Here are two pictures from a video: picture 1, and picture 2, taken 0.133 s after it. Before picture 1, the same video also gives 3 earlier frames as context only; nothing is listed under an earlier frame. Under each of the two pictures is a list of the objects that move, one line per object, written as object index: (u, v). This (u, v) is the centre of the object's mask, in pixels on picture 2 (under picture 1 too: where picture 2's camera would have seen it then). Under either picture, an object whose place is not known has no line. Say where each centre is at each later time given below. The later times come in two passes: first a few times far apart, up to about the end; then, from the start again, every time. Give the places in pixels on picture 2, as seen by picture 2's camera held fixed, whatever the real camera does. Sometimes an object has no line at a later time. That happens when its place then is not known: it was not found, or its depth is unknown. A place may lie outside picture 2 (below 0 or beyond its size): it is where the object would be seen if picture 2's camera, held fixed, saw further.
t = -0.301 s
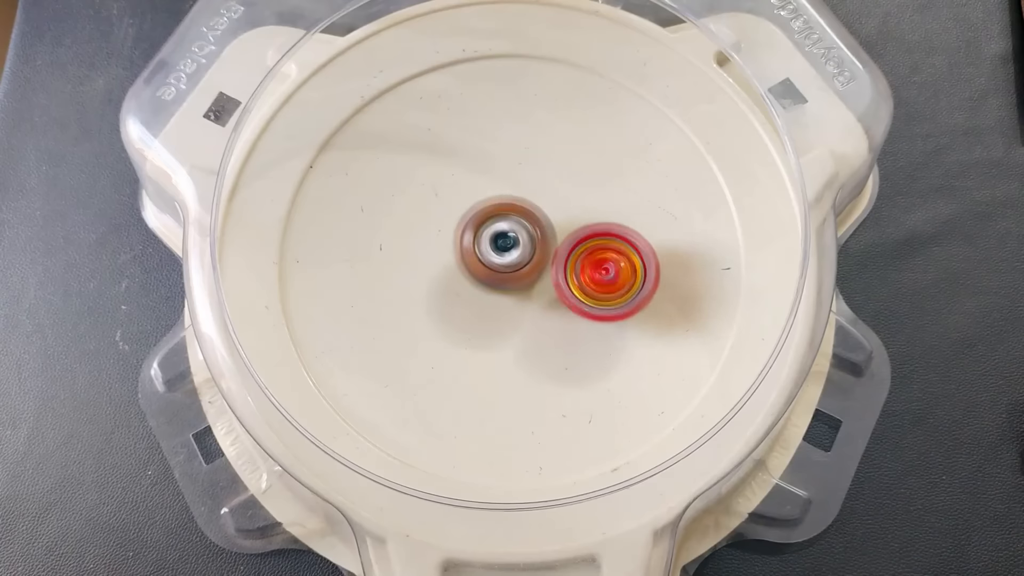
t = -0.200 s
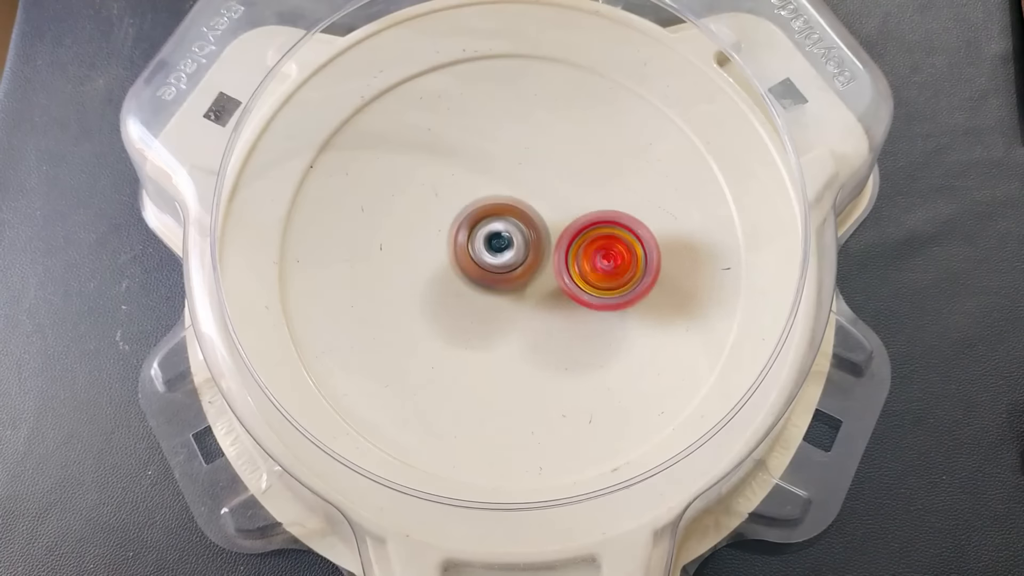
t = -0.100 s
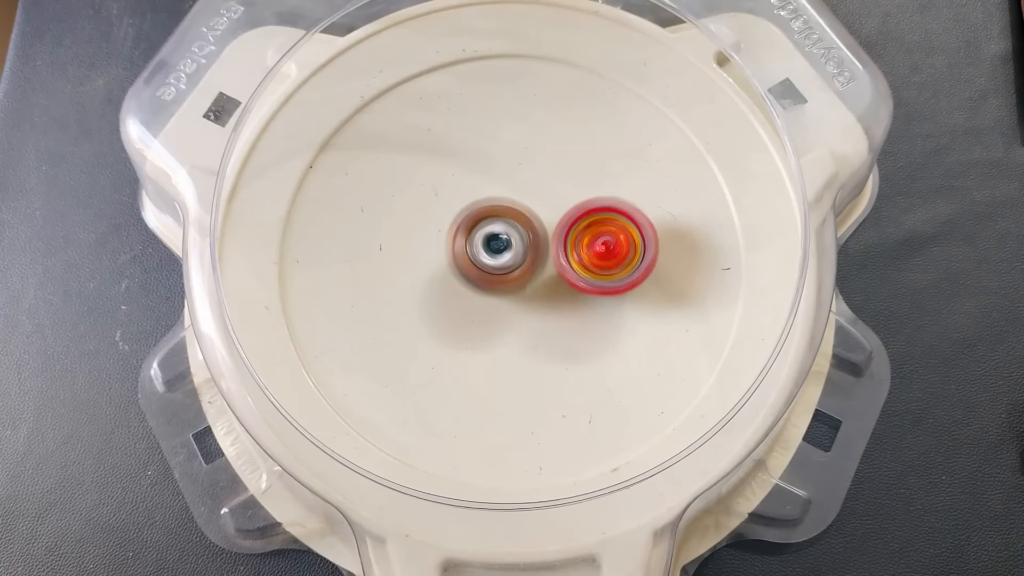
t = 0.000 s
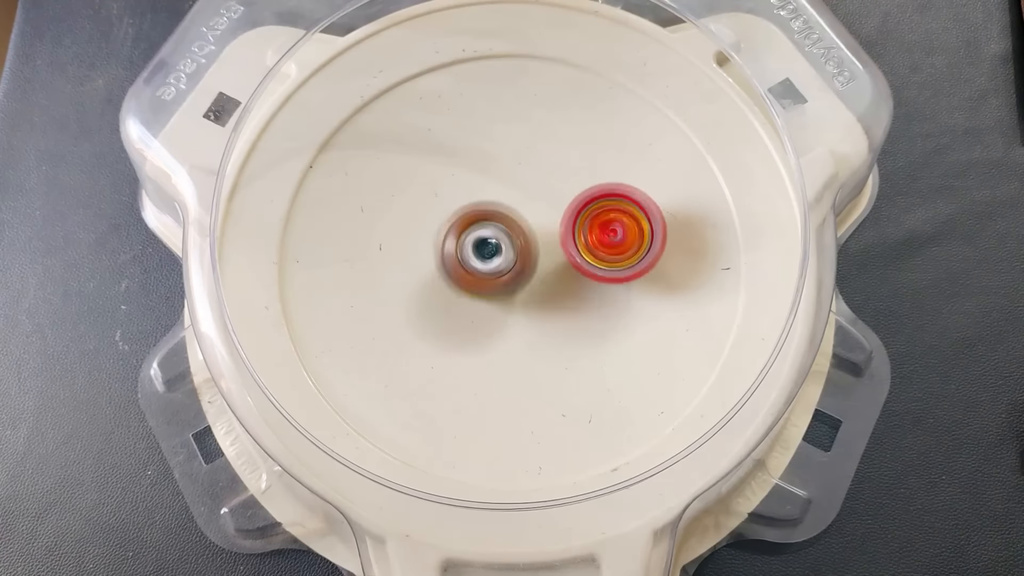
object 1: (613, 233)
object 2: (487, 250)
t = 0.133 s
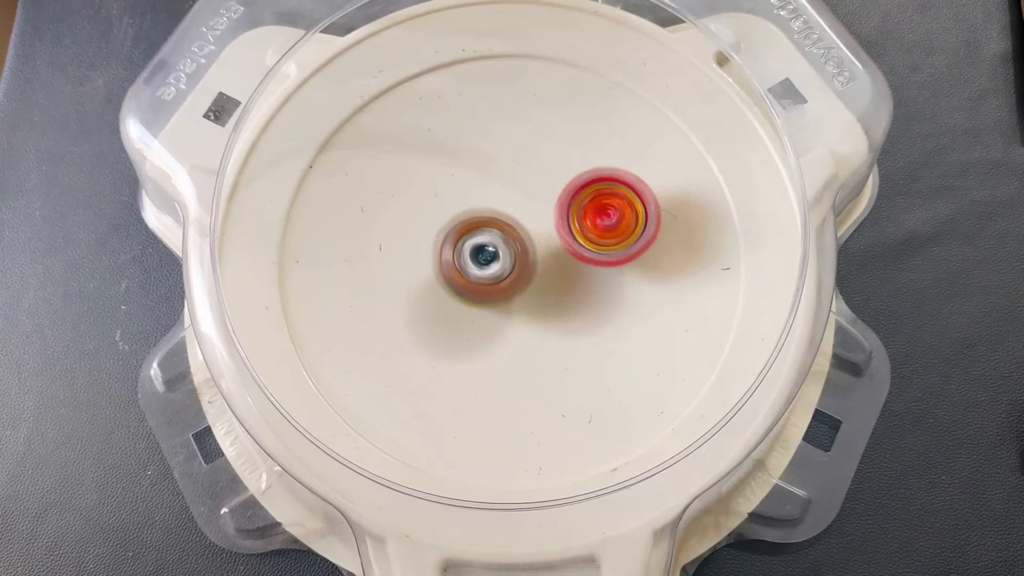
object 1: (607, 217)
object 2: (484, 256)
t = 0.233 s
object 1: (593, 209)
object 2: (485, 262)
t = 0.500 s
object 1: (558, 196)
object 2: (492, 275)
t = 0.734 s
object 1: (552, 159)
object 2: (502, 292)
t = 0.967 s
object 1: (528, 172)
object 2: (523, 287)
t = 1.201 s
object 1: (518, 181)
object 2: (530, 281)
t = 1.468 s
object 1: (498, 177)
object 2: (532, 277)
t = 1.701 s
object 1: (486, 179)
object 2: (529, 278)
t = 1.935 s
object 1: (476, 188)
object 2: (527, 280)
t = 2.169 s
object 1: (466, 186)
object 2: (536, 285)
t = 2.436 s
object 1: (462, 198)
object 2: (541, 282)
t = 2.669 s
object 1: (459, 206)
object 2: (541, 273)
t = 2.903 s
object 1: (457, 209)
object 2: (545, 267)
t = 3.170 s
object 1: (454, 209)
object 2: (545, 262)
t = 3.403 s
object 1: (439, 202)
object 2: (561, 266)
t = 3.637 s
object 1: (457, 219)
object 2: (555, 264)
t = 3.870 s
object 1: (458, 227)
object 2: (558, 266)
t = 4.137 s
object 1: (453, 234)
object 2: (559, 266)
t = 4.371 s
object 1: (453, 234)
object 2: (557, 263)
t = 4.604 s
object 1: (454, 231)
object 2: (557, 262)
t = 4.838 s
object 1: (455, 228)
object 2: (558, 263)
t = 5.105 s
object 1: (447, 216)
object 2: (571, 264)
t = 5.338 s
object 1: (461, 219)
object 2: (564, 262)
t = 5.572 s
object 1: (461, 219)
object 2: (562, 261)
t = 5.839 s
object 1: (452, 223)
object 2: (572, 267)
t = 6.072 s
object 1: (444, 225)
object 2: (576, 272)
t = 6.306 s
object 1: (459, 238)
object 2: (563, 272)
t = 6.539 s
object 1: (396, 217)
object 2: (611, 291)
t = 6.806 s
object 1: (434, 229)
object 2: (593, 289)
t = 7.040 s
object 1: (439, 228)
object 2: (564, 282)
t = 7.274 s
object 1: (440, 237)
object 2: (557, 288)
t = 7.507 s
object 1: (449, 251)
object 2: (549, 292)
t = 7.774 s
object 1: (452, 241)
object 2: (557, 305)
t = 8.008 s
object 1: (458, 241)
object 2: (555, 300)
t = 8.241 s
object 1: (462, 236)
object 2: (552, 295)
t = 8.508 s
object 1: (468, 222)
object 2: (562, 298)
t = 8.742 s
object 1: (471, 230)
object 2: (550, 300)
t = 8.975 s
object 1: (478, 222)
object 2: (543, 314)
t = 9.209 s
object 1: (482, 219)
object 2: (535, 311)
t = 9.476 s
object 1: (503, 209)
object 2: (532, 321)
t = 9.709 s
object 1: (496, 217)
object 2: (518, 302)
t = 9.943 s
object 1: (478, 180)
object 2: (523, 316)
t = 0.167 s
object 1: (603, 213)
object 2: (484, 258)
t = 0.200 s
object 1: (598, 210)
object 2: (485, 261)
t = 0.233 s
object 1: (593, 209)
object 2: (485, 262)
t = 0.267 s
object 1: (589, 207)
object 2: (486, 264)
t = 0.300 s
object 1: (584, 205)
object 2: (487, 266)
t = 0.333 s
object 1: (578, 204)
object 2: (489, 268)
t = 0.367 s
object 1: (572, 204)
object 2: (491, 269)
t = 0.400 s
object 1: (568, 204)
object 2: (492, 270)
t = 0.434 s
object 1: (565, 202)
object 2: (492, 273)
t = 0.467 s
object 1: (562, 199)
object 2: (492, 274)
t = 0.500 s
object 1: (558, 196)
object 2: (492, 275)
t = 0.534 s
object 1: (555, 194)
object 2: (493, 275)
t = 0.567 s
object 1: (552, 190)
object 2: (496, 275)
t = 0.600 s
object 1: (554, 181)
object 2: (496, 282)
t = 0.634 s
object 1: (555, 169)
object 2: (497, 288)
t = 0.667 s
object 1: (554, 163)
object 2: (499, 290)
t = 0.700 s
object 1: (554, 161)
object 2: (501, 291)
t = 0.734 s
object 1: (552, 159)
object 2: (502, 292)
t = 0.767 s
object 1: (548, 158)
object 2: (505, 292)
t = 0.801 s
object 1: (544, 159)
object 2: (507, 292)
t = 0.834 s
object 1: (540, 161)
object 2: (510, 292)
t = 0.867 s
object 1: (538, 163)
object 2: (513, 291)
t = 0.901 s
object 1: (534, 164)
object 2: (516, 290)
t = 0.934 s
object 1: (530, 167)
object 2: (520, 289)
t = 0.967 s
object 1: (528, 172)
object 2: (523, 287)
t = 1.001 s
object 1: (527, 174)
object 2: (526, 285)
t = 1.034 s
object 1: (524, 178)
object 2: (528, 282)
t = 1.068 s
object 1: (521, 180)
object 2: (530, 283)
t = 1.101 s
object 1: (521, 181)
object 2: (531, 283)
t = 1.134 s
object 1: (520, 181)
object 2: (530, 282)
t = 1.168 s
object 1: (519, 180)
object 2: (531, 283)
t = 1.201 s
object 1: (518, 181)
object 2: (530, 281)
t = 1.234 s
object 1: (517, 180)
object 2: (531, 283)
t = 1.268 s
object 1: (516, 176)
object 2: (532, 284)
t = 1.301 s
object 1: (512, 177)
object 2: (531, 281)
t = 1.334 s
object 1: (510, 178)
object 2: (530, 280)
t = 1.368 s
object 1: (508, 179)
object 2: (530, 279)
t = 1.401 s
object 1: (502, 178)
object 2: (532, 279)
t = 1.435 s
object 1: (501, 177)
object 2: (533, 279)
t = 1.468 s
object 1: (498, 177)
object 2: (532, 277)
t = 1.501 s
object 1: (495, 179)
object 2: (530, 278)
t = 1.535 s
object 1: (494, 181)
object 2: (530, 276)
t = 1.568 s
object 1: (492, 180)
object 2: (530, 276)
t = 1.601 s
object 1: (491, 180)
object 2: (532, 277)
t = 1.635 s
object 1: (490, 181)
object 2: (531, 275)
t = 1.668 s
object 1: (488, 180)
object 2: (528, 277)
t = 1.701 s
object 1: (486, 179)
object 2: (529, 278)
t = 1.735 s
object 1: (485, 181)
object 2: (529, 277)
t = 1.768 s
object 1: (485, 182)
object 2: (528, 275)
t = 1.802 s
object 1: (482, 180)
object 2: (528, 278)
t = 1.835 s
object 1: (479, 181)
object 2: (529, 281)
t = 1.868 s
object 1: (479, 184)
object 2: (529, 279)
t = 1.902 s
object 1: (478, 185)
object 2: (527, 278)
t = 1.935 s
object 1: (476, 188)
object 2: (527, 280)
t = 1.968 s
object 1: (475, 191)
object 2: (528, 281)
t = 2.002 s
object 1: (474, 192)
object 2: (529, 279)
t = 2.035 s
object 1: (472, 188)
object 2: (532, 281)
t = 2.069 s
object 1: (469, 185)
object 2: (535, 285)
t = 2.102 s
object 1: (468, 183)
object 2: (536, 286)
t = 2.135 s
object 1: (466, 183)
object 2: (535, 286)
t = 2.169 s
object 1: (466, 186)
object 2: (536, 285)
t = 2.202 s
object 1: (466, 187)
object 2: (537, 285)
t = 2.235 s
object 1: (464, 190)
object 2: (536, 283)
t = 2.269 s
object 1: (464, 195)
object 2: (536, 283)
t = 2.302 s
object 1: (466, 197)
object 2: (536, 282)
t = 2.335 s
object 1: (465, 202)
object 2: (536, 280)
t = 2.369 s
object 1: (466, 203)
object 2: (536, 280)
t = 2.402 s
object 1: (465, 201)
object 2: (538, 282)
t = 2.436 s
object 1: (462, 198)
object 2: (541, 282)
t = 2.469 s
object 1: (463, 199)
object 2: (541, 279)
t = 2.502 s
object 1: (464, 199)
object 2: (540, 279)
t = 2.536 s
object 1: (463, 201)
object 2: (539, 278)
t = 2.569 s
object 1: (463, 203)
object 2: (540, 277)
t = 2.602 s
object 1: (461, 202)
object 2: (544, 278)
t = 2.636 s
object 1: (459, 203)
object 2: (542, 275)
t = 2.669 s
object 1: (459, 206)
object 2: (541, 273)
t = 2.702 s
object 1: (459, 208)
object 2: (542, 273)
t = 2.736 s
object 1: (456, 207)
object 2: (544, 274)
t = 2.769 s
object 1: (457, 208)
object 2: (544, 272)
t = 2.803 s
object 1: (458, 208)
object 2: (543, 270)
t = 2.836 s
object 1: (457, 209)
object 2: (544, 271)
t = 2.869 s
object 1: (457, 210)
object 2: (545, 269)
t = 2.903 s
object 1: (457, 209)
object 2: (545, 267)
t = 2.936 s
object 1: (456, 210)
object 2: (546, 268)
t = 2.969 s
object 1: (456, 210)
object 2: (546, 268)
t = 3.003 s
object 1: (456, 210)
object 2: (547, 265)
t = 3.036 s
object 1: (456, 211)
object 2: (546, 265)
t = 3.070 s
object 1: (455, 210)
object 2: (547, 265)
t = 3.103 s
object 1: (454, 211)
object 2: (546, 263)
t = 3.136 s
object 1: (454, 210)
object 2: (547, 262)
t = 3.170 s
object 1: (454, 209)
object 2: (545, 262)
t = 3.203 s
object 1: (454, 209)
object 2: (544, 263)
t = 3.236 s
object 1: (454, 209)
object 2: (546, 263)
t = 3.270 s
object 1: (446, 204)
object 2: (556, 264)
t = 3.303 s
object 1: (440, 201)
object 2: (560, 265)
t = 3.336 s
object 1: (440, 200)
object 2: (561, 265)
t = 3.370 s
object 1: (439, 200)
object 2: (560, 266)
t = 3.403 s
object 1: (439, 202)
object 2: (561, 266)
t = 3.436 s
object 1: (442, 202)
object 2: (561, 265)
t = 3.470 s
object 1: (442, 205)
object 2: (559, 264)
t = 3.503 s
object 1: (445, 208)
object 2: (559, 265)
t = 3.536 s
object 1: (447, 209)
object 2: (559, 265)
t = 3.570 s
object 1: (450, 213)
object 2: (558, 264)
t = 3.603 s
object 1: (454, 216)
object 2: (557, 263)
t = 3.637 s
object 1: (457, 219)
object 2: (555, 264)
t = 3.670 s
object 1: (458, 219)
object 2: (557, 264)
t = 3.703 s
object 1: (460, 219)
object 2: (559, 263)
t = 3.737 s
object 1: (460, 220)
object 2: (560, 264)
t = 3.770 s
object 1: (459, 221)
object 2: (560, 264)
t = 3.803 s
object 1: (459, 223)
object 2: (560, 263)
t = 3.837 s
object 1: (459, 225)
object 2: (558, 265)
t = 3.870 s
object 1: (458, 227)
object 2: (558, 266)
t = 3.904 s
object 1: (458, 229)
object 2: (560, 266)
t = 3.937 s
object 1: (457, 230)
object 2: (560, 265)
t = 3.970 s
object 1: (457, 231)
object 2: (561, 263)
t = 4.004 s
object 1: (454, 230)
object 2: (560, 264)
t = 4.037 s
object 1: (454, 230)
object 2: (559, 263)
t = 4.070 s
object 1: (454, 233)
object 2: (558, 265)
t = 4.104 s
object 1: (454, 233)
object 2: (557, 266)
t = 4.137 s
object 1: (453, 234)
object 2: (559, 266)
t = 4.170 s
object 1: (454, 235)
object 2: (558, 265)
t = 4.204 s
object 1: (454, 235)
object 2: (558, 264)
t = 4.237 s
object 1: (454, 235)
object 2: (559, 265)
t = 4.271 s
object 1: (454, 234)
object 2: (558, 265)
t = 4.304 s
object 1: (453, 233)
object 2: (560, 264)
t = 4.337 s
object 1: (454, 234)
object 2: (558, 264)
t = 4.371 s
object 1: (453, 234)
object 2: (557, 263)
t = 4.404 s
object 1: (453, 233)
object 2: (557, 264)
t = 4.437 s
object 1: (453, 232)
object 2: (556, 266)
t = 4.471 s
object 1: (453, 233)
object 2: (558, 265)
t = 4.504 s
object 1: (454, 233)
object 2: (559, 264)
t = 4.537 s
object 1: (454, 233)
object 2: (558, 262)
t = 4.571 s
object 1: (453, 232)
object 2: (558, 263)
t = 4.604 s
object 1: (454, 231)
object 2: (557, 262)
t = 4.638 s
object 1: (454, 230)
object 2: (558, 262)
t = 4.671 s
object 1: (453, 229)
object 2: (557, 262)
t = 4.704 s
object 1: (453, 229)
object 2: (557, 262)
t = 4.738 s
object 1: (453, 228)
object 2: (556, 263)
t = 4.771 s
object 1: (453, 228)
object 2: (557, 263)
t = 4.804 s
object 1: (454, 228)
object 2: (558, 264)
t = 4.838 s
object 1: (455, 228)
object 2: (558, 263)
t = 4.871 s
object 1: (455, 227)
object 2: (559, 262)
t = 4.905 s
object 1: (456, 226)
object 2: (557, 262)
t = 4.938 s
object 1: (457, 226)
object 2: (558, 261)
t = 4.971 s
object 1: (451, 221)
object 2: (563, 262)
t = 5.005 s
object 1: (446, 218)
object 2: (568, 263)
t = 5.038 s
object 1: (447, 215)
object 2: (570, 264)
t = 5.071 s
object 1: (446, 216)
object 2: (570, 265)
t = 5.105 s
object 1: (447, 216)
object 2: (571, 264)
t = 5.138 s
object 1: (445, 214)
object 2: (569, 264)
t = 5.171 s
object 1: (448, 215)
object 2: (569, 264)
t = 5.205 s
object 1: (449, 215)
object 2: (569, 264)
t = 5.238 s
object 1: (451, 216)
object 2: (569, 262)
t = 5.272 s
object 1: (454, 216)
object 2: (567, 262)
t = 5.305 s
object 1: (457, 218)
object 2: (565, 262)
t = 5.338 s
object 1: (461, 219)
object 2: (564, 262)
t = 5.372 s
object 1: (462, 221)
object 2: (562, 261)
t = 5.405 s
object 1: (463, 220)
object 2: (562, 261)
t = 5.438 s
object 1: (461, 219)
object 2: (563, 261)
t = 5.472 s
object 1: (464, 218)
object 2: (563, 260)
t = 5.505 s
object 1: (461, 217)
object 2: (563, 260)
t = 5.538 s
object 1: (462, 217)
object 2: (564, 262)
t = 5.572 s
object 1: (461, 219)
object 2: (562, 261)
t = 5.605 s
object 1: (460, 221)
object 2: (562, 263)
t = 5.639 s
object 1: (458, 221)
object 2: (560, 264)
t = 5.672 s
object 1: (460, 222)
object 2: (561, 264)
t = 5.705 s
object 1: (459, 224)
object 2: (560, 266)
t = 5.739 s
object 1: (460, 227)
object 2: (562, 266)
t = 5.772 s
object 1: (460, 227)
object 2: (561, 266)
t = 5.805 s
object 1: (461, 228)
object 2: (564, 266)
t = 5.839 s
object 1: (452, 223)
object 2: (572, 267)
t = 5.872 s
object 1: (447, 223)
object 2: (577, 268)
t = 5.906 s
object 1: (445, 222)
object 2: (576, 270)
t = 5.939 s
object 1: (445, 223)
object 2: (578, 271)
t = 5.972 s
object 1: (444, 223)
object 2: (577, 272)
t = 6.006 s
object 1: (443, 224)
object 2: (579, 271)
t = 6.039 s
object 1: (442, 223)
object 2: (576, 271)
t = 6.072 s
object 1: (444, 225)
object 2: (576, 272)
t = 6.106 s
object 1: (445, 226)
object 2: (576, 272)
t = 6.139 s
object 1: (447, 228)
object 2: (576, 271)
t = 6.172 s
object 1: (449, 228)
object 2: (573, 271)
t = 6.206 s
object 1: (452, 231)
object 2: (572, 271)
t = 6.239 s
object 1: (454, 233)
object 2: (570, 271)
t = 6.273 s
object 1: (456, 237)
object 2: (566, 271)
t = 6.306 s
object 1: (459, 238)
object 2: (563, 272)
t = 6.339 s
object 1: (453, 237)
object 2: (564, 272)
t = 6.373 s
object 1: (433, 228)
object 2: (585, 278)
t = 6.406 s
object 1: (413, 223)
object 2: (600, 282)
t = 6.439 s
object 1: (404, 219)
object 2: (605, 288)
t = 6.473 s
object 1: (398, 217)
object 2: (611, 291)
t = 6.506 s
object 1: (397, 216)
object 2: (612, 291)
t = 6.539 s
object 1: (396, 217)
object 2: (611, 291)
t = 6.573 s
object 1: (396, 217)
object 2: (608, 292)
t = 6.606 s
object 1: (400, 219)
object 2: (609, 292)
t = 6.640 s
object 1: (402, 219)
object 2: (610, 291)
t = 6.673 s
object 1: (409, 220)
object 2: (607, 290)
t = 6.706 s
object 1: (412, 222)
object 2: (605, 291)
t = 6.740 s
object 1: (420, 224)
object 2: (601, 290)
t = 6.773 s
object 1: (425, 228)
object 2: (598, 290)
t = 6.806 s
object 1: (434, 229)
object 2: (593, 289)
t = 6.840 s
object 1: (441, 235)
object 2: (587, 287)
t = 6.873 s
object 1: (450, 237)
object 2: (578, 285)
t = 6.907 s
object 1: (459, 243)
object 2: (567, 285)
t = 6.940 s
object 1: (460, 242)
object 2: (560, 281)
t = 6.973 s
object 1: (452, 237)
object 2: (564, 281)
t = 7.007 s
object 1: (440, 232)
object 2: (564, 282)
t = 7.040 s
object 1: (439, 228)
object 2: (564, 282)
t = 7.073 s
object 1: (435, 227)
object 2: (564, 284)
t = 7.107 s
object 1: (436, 226)
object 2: (565, 284)
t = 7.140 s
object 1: (438, 229)
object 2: (563, 283)
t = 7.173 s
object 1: (439, 231)
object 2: (562, 283)
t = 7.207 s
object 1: (441, 235)
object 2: (559, 283)
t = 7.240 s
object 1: (439, 237)
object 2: (557, 286)
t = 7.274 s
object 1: (440, 237)
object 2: (557, 288)
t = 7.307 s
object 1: (440, 239)
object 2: (556, 289)
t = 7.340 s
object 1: (441, 240)
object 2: (556, 288)
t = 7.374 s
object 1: (442, 243)
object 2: (554, 287)
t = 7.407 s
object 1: (442, 245)
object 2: (552, 288)
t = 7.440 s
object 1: (444, 246)
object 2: (552, 289)
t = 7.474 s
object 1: (447, 249)
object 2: (550, 291)
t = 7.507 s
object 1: (449, 251)
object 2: (549, 292)
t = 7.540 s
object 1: (446, 249)
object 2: (553, 294)
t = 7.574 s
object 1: (443, 241)
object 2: (557, 298)
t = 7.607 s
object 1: (443, 238)
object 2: (560, 302)
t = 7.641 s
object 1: (444, 235)
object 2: (560, 303)
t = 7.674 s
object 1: (446, 234)
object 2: (560, 303)
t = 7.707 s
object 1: (449, 238)
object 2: (558, 303)
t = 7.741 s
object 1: (451, 240)
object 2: (556, 305)
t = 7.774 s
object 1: (452, 241)
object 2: (557, 305)
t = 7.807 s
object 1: (454, 243)
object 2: (558, 305)
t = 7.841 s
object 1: (456, 243)
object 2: (557, 303)
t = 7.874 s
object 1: (459, 246)
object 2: (555, 301)
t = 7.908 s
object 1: (459, 246)
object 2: (554, 303)
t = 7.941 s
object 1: (461, 243)
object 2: (556, 302)
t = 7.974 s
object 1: (462, 245)
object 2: (553, 299)
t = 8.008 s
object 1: (458, 241)
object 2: (555, 300)
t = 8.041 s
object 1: (462, 240)
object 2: (555, 299)
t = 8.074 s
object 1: (461, 240)
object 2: (553, 299)
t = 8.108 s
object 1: (456, 236)
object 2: (557, 299)
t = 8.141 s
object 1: (460, 234)
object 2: (558, 297)
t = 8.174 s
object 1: (464, 235)
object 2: (556, 294)
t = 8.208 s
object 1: (463, 236)
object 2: (553, 293)
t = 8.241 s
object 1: (462, 236)
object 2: (552, 295)
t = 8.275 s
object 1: (461, 234)
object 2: (552, 296)
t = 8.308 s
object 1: (464, 233)
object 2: (553, 295)
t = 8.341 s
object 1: (466, 233)
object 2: (552, 295)
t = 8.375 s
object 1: (467, 233)
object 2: (551, 296)
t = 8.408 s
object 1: (469, 231)
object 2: (554, 297)
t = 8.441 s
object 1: (472, 231)
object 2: (555, 297)
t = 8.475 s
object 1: (468, 226)
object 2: (559, 298)
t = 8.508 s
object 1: (468, 222)
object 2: (562, 298)
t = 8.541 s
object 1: (471, 222)
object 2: (558, 298)
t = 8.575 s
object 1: (473, 223)
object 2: (555, 300)
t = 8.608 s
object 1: (475, 228)
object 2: (552, 302)
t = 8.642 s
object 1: (472, 232)
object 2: (552, 303)
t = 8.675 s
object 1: (470, 232)
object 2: (553, 303)
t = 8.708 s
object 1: (471, 231)
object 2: (553, 300)
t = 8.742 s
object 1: (471, 230)
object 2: (550, 300)
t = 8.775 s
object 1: (475, 228)
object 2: (548, 302)
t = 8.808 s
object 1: (477, 228)
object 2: (549, 303)
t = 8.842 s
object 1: (474, 224)
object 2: (552, 306)
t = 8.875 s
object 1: (477, 221)
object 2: (549, 308)
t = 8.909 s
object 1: (477, 221)
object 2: (546, 311)
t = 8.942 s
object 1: (477, 221)
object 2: (545, 312)
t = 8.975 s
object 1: (478, 222)
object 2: (543, 314)
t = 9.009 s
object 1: (476, 224)
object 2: (542, 315)
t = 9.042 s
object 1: (476, 224)
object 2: (542, 314)
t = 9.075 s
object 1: (477, 224)
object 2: (538, 312)
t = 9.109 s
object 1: (478, 226)
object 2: (533, 313)
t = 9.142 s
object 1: (478, 227)
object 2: (533, 314)
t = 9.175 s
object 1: (479, 222)
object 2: (534, 312)
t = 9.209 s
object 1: (482, 219)
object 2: (535, 311)
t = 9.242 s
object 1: (486, 218)
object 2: (534, 309)
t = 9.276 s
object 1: (489, 212)
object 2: (534, 312)
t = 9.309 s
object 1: (495, 204)
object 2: (537, 318)
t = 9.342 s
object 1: (499, 202)
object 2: (538, 319)
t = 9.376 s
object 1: (502, 199)
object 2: (537, 321)
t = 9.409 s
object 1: (504, 203)
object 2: (535, 321)
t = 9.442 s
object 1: (504, 206)
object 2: (534, 321)
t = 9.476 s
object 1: (503, 209)
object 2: (532, 321)
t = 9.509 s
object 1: (501, 212)
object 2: (529, 320)
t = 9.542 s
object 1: (497, 214)
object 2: (529, 316)
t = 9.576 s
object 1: (498, 214)
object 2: (527, 311)
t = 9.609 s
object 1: (497, 217)
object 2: (526, 312)
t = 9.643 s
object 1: (497, 218)
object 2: (525, 310)
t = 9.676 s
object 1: (496, 217)
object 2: (523, 305)
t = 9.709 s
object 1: (496, 217)
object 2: (518, 302)
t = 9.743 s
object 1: (494, 214)
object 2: (520, 306)
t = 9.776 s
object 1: (493, 215)
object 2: (521, 306)
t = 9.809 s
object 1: (493, 212)
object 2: (517, 302)
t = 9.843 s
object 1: (489, 211)
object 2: (513, 300)
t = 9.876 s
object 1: (487, 202)
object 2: (514, 305)
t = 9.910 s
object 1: (481, 191)
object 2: (519, 313)
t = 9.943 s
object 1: (478, 180)
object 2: (523, 316)
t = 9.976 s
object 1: (473, 172)
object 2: (527, 316)
